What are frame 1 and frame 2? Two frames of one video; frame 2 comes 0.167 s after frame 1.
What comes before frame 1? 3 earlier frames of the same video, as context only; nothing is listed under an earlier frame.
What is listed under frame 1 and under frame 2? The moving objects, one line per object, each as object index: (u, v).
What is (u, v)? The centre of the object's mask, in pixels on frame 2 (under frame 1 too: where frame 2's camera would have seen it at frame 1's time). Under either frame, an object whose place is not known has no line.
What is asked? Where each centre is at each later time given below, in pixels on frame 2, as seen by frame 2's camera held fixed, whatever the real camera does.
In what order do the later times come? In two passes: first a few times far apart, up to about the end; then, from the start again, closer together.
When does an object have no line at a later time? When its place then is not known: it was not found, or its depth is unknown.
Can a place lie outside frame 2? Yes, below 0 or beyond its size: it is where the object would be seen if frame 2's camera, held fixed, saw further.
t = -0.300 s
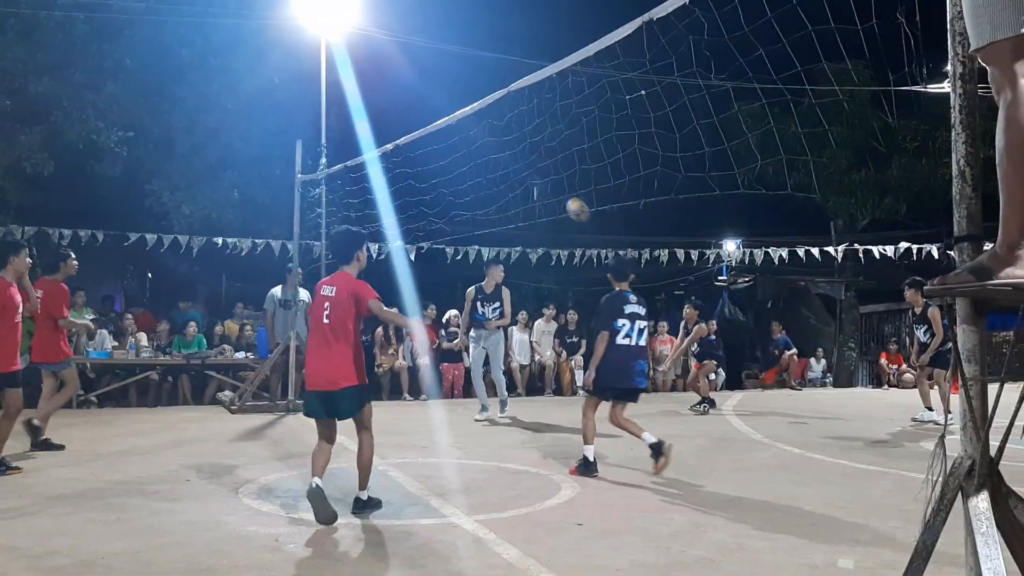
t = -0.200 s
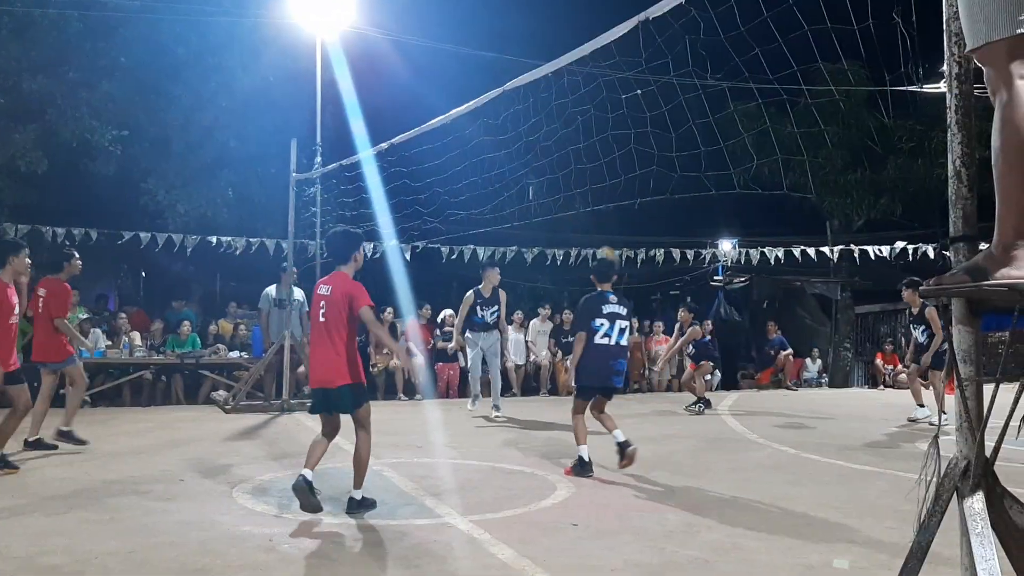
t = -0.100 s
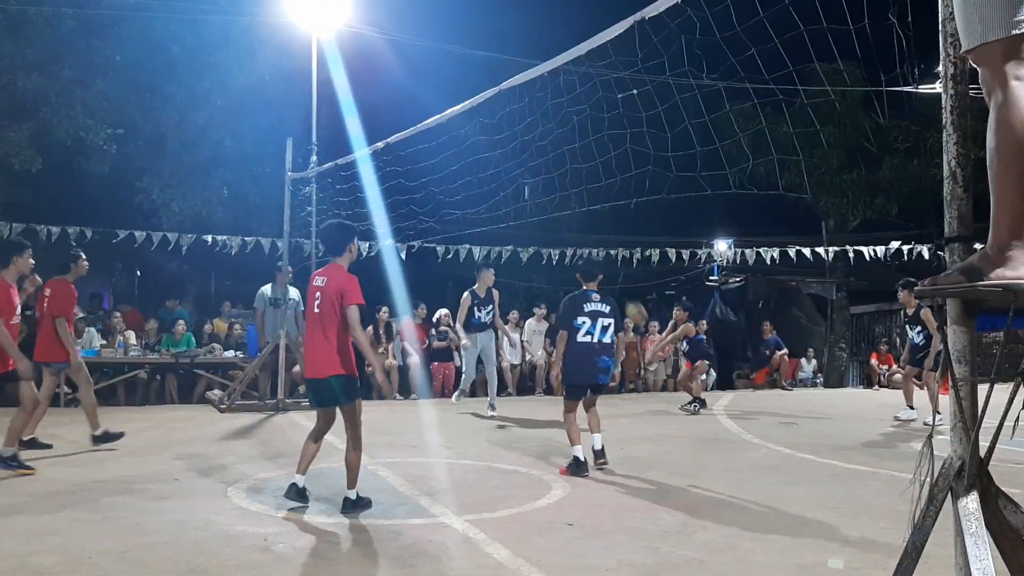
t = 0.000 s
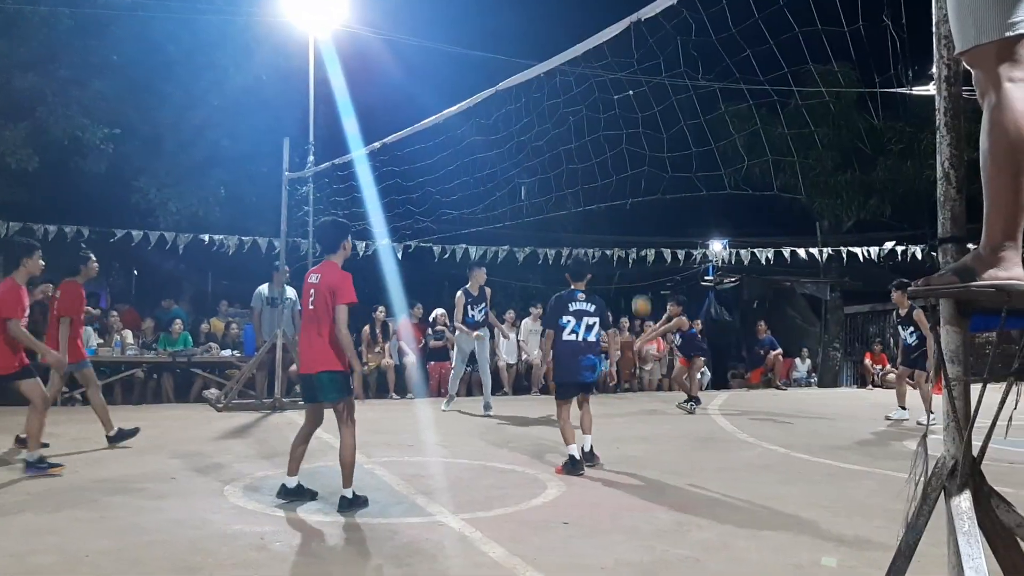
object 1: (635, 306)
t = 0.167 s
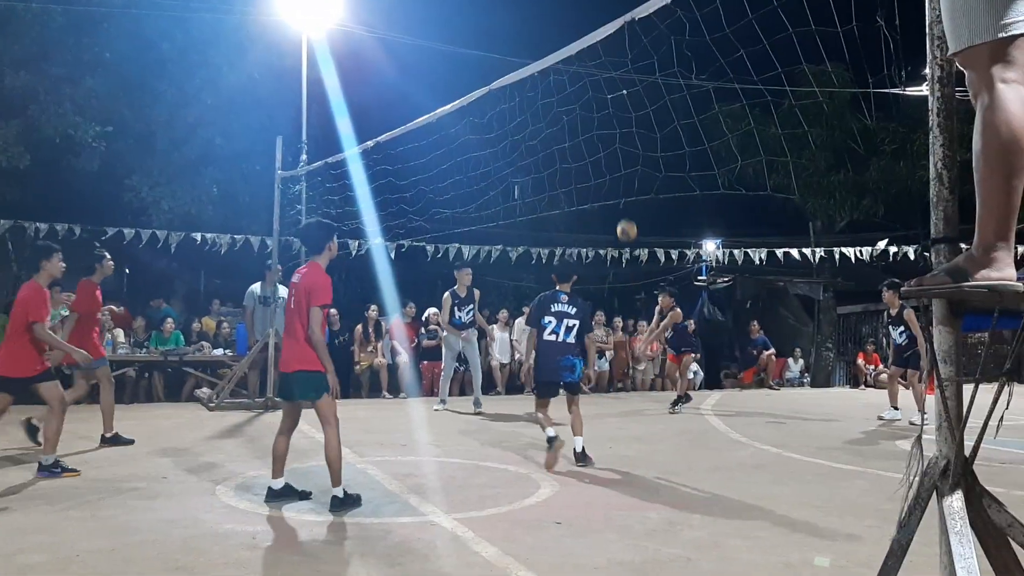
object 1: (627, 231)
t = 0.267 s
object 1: (621, 195)
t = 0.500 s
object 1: (604, 143)
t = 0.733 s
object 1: (583, 142)
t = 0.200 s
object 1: (625, 218)
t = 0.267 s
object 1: (621, 195)
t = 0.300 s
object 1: (619, 185)
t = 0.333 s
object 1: (616, 176)
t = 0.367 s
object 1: (614, 167)
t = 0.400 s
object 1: (611, 160)
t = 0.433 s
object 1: (609, 153)
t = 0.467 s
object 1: (606, 148)
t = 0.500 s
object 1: (604, 143)
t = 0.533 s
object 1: (601, 139)
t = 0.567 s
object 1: (598, 137)
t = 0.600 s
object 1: (596, 135)
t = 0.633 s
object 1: (593, 135)
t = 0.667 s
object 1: (590, 136)
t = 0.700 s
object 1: (587, 139)
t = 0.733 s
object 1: (583, 142)
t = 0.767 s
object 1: (580, 147)
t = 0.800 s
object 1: (576, 153)
